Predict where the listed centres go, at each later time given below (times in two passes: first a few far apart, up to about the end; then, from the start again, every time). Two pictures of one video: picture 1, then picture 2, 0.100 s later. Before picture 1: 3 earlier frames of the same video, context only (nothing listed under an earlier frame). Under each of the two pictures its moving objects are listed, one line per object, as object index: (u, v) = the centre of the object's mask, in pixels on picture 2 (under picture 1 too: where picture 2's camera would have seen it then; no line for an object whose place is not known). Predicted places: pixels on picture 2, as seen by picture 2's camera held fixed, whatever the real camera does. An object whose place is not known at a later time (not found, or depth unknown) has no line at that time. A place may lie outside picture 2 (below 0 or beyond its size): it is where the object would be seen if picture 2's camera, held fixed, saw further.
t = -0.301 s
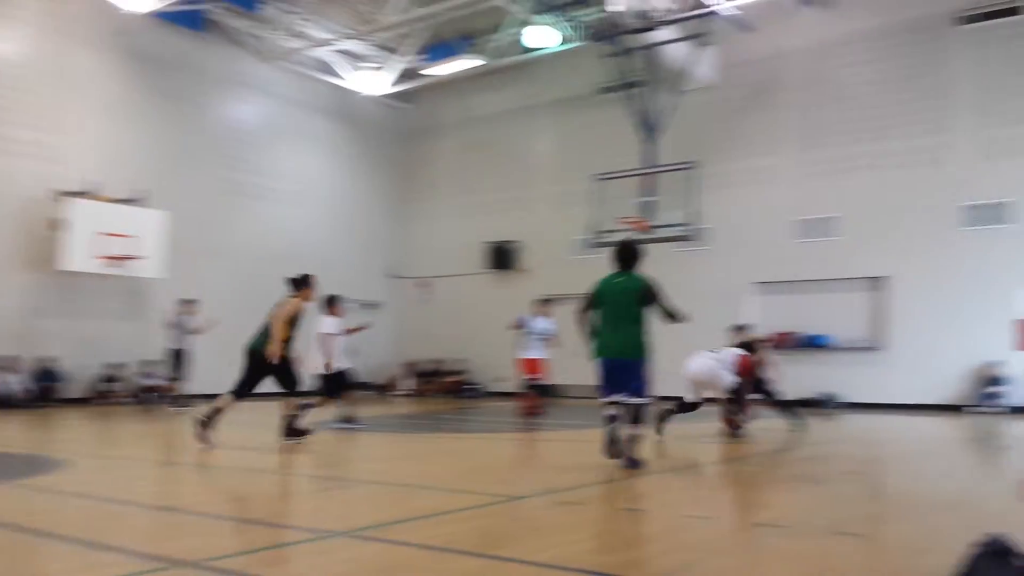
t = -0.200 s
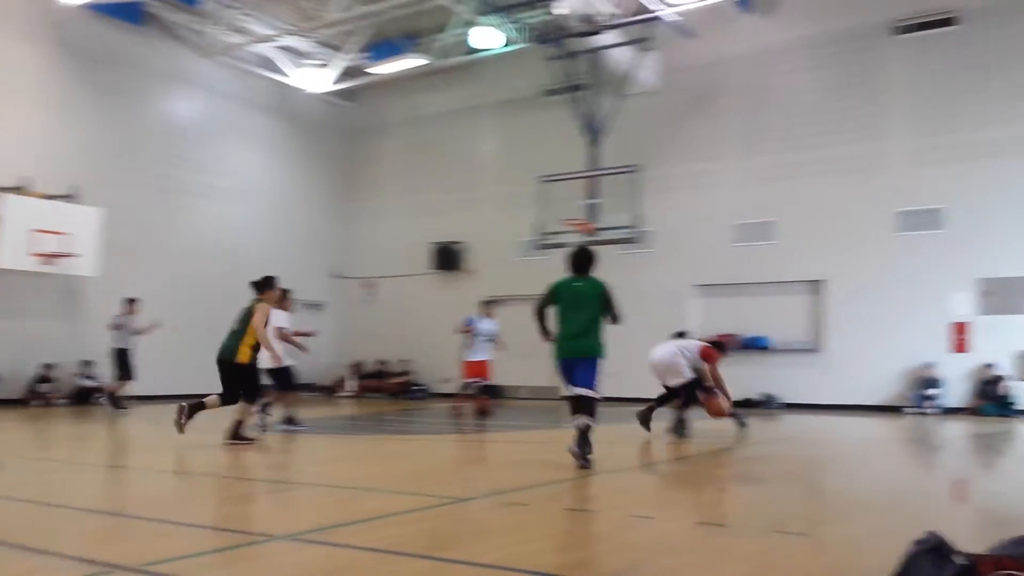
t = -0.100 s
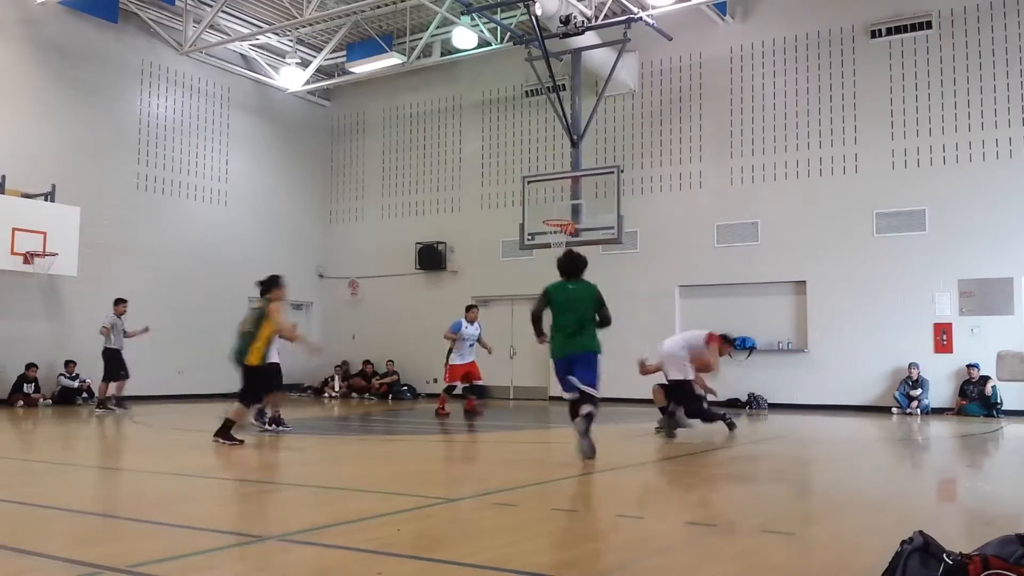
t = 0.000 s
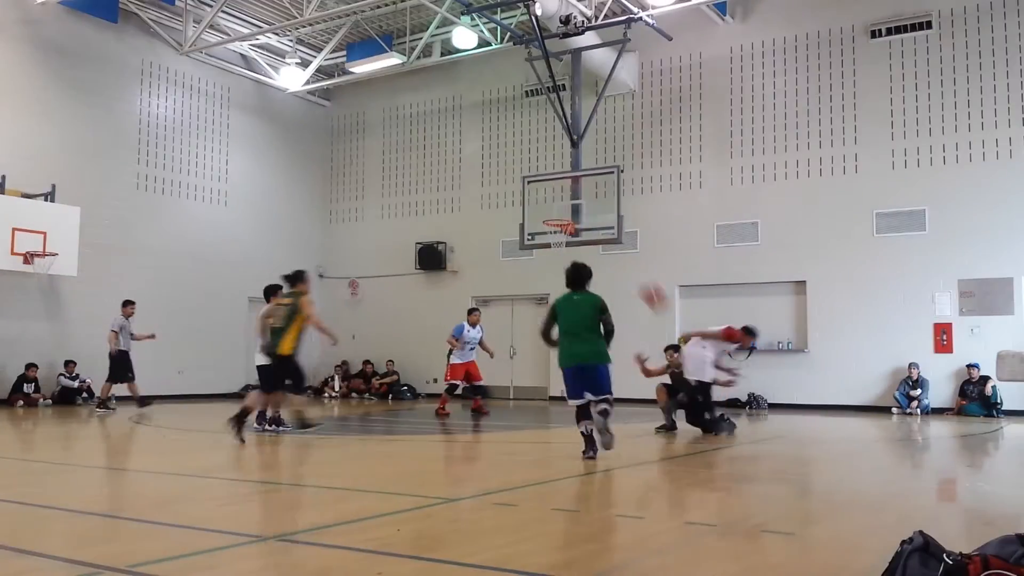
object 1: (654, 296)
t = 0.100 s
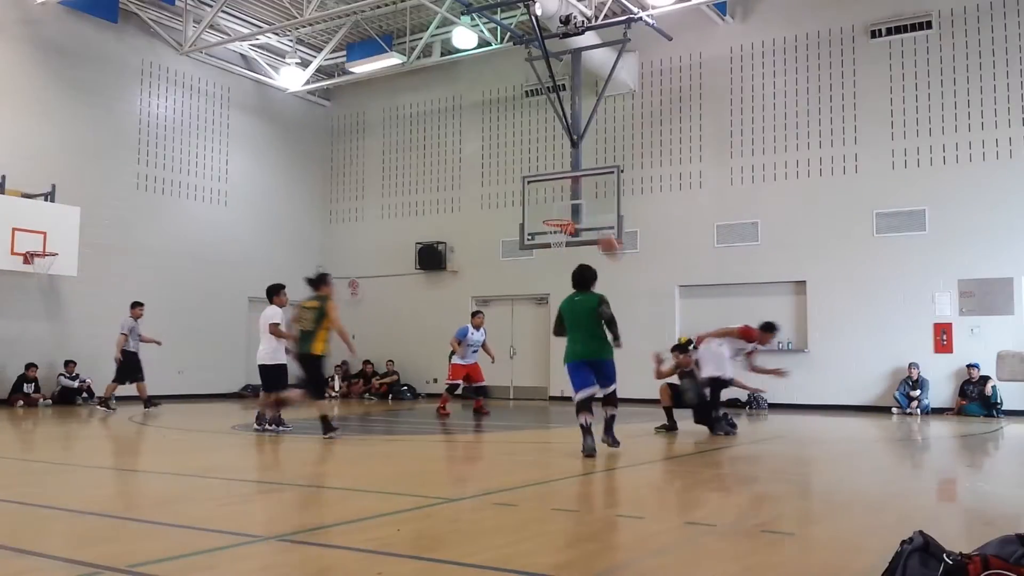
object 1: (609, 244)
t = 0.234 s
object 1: (553, 191)
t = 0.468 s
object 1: (465, 144)
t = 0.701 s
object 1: (384, 141)
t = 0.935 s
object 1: (309, 180)
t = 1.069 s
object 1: (269, 218)
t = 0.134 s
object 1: (594, 229)
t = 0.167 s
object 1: (580, 214)
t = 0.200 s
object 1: (568, 203)
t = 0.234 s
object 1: (553, 191)
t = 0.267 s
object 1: (539, 182)
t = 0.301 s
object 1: (526, 173)
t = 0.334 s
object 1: (514, 166)
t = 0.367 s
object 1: (501, 159)
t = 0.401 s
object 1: (489, 153)
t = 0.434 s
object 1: (477, 147)
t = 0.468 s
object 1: (465, 144)
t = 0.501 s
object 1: (451, 140)
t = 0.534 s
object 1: (440, 138)
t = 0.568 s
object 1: (429, 137)
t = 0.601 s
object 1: (418, 137)
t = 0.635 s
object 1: (407, 138)
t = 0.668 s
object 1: (395, 139)
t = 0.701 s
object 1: (384, 141)
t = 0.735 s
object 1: (371, 145)
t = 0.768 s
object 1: (361, 147)
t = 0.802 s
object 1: (350, 153)
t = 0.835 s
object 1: (341, 158)
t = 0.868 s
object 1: (330, 166)
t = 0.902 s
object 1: (320, 172)
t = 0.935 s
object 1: (309, 180)
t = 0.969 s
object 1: (299, 188)
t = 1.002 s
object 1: (289, 197)
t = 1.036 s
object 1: (279, 208)
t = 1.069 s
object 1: (269, 218)
